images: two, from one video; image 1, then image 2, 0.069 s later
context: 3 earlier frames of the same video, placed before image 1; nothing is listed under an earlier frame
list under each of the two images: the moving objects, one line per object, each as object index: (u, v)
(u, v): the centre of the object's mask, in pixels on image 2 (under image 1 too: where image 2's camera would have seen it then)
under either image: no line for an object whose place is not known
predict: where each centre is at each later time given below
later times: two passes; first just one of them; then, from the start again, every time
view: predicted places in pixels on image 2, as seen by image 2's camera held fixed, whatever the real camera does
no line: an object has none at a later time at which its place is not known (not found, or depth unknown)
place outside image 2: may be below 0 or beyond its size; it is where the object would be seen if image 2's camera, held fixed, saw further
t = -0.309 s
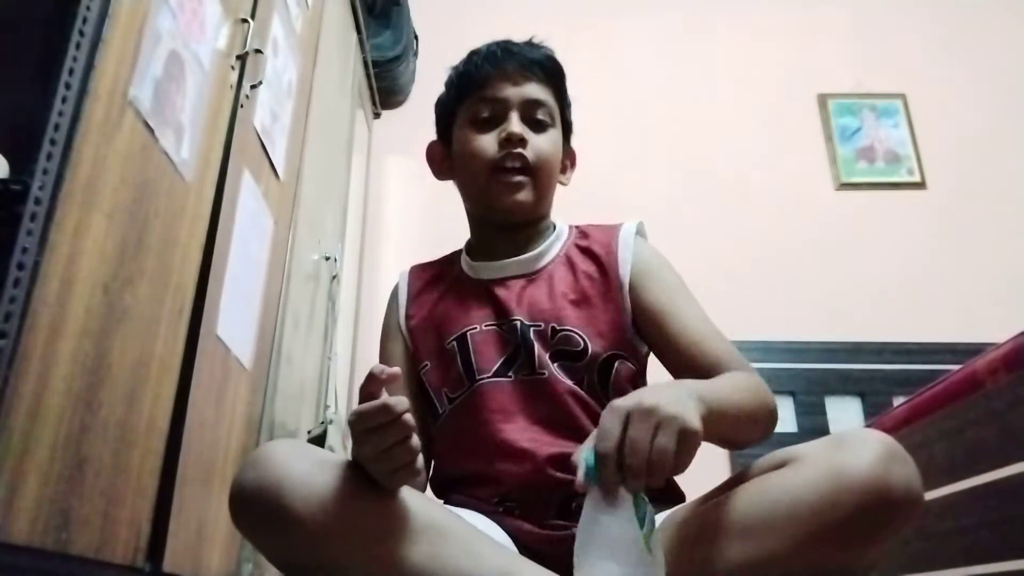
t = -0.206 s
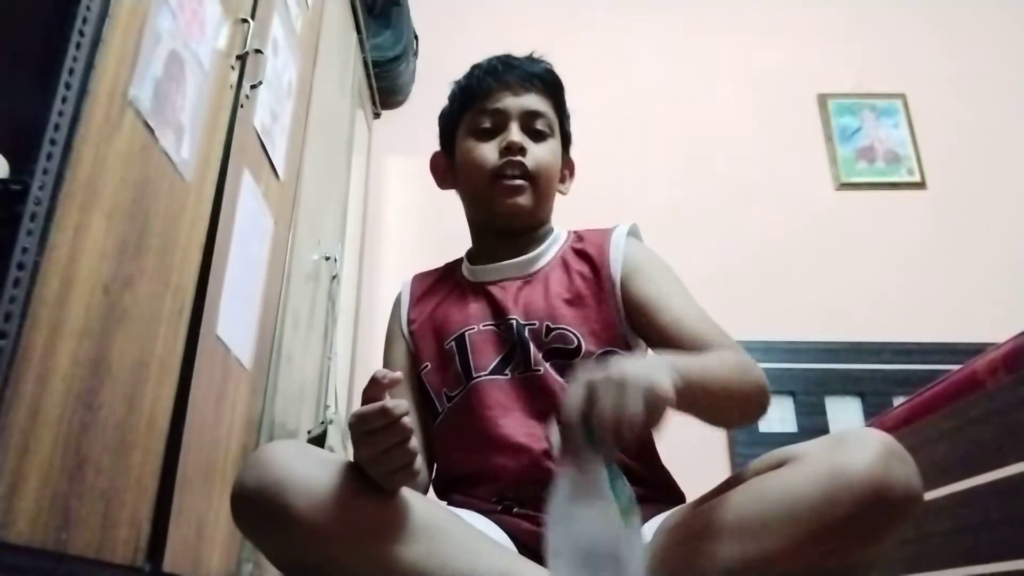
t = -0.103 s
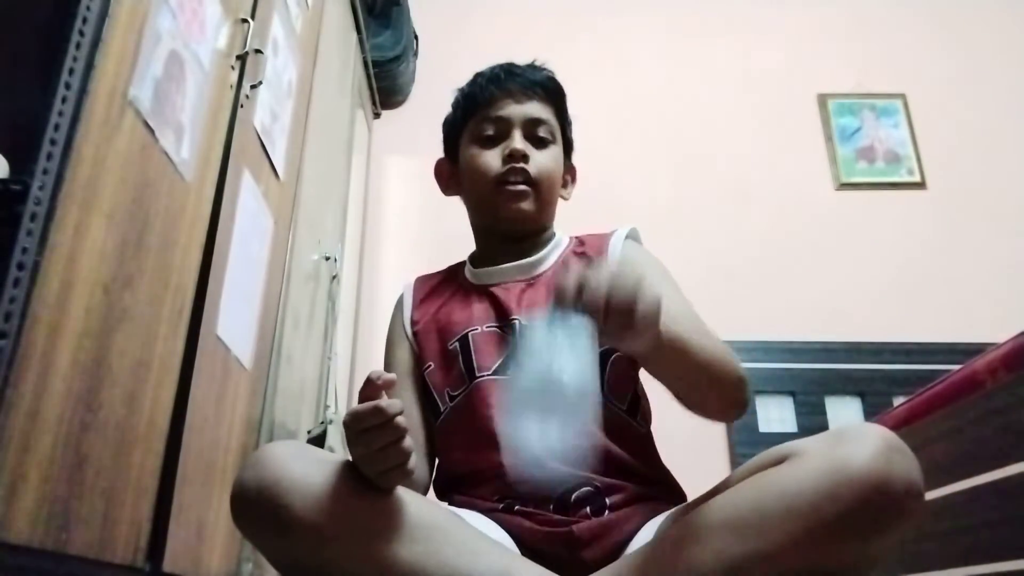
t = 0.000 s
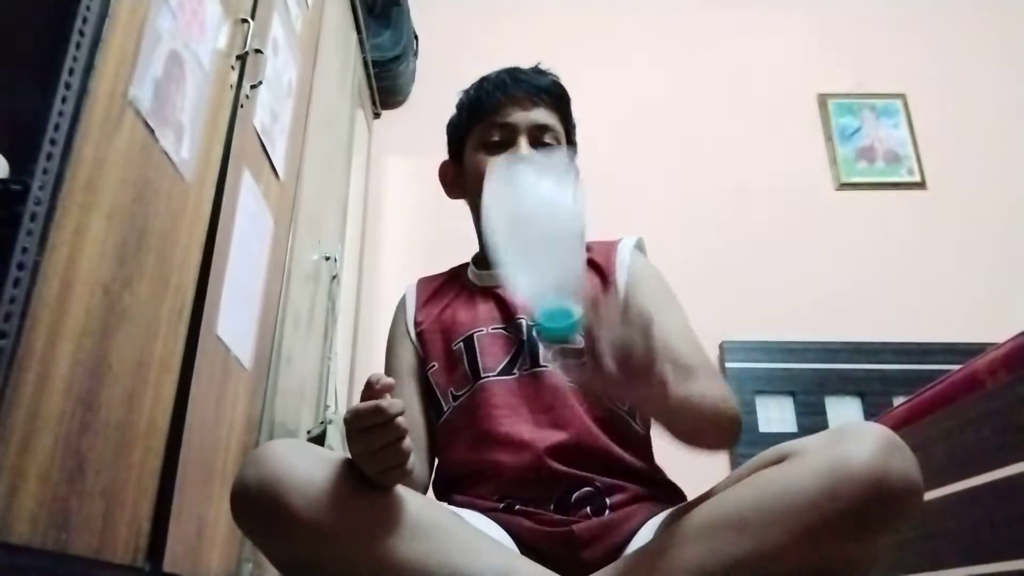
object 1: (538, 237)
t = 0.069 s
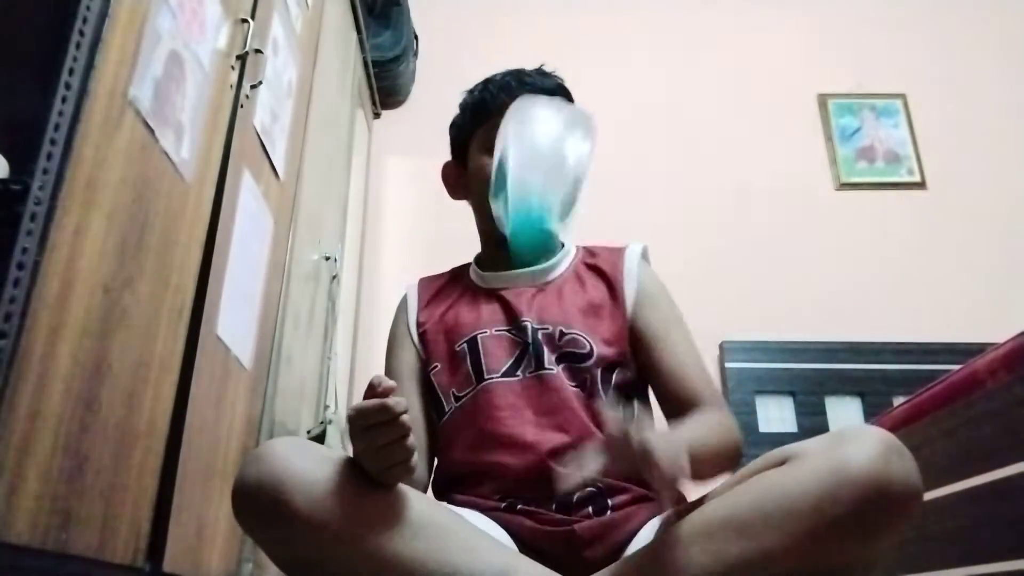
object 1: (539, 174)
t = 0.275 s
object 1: (565, 391)
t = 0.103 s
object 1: (544, 161)
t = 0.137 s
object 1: (544, 174)
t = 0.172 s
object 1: (546, 194)
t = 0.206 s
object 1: (552, 230)
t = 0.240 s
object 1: (559, 286)
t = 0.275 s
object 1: (565, 391)
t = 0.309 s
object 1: (578, 495)
